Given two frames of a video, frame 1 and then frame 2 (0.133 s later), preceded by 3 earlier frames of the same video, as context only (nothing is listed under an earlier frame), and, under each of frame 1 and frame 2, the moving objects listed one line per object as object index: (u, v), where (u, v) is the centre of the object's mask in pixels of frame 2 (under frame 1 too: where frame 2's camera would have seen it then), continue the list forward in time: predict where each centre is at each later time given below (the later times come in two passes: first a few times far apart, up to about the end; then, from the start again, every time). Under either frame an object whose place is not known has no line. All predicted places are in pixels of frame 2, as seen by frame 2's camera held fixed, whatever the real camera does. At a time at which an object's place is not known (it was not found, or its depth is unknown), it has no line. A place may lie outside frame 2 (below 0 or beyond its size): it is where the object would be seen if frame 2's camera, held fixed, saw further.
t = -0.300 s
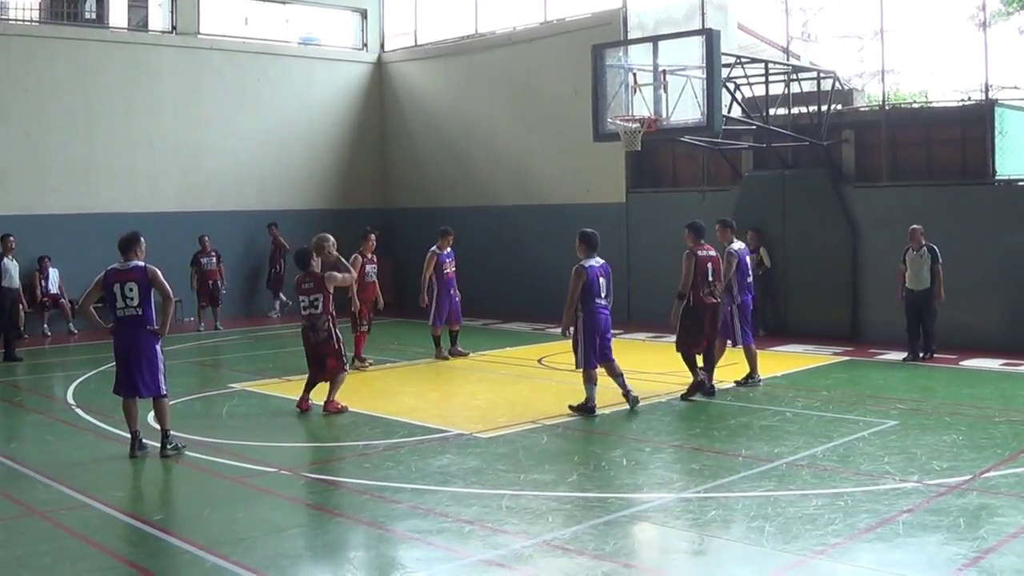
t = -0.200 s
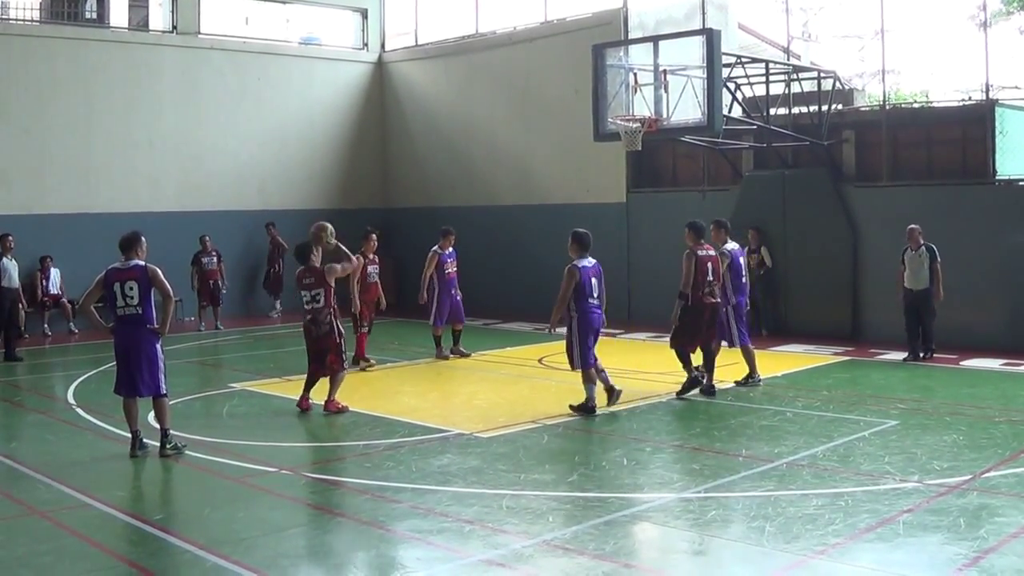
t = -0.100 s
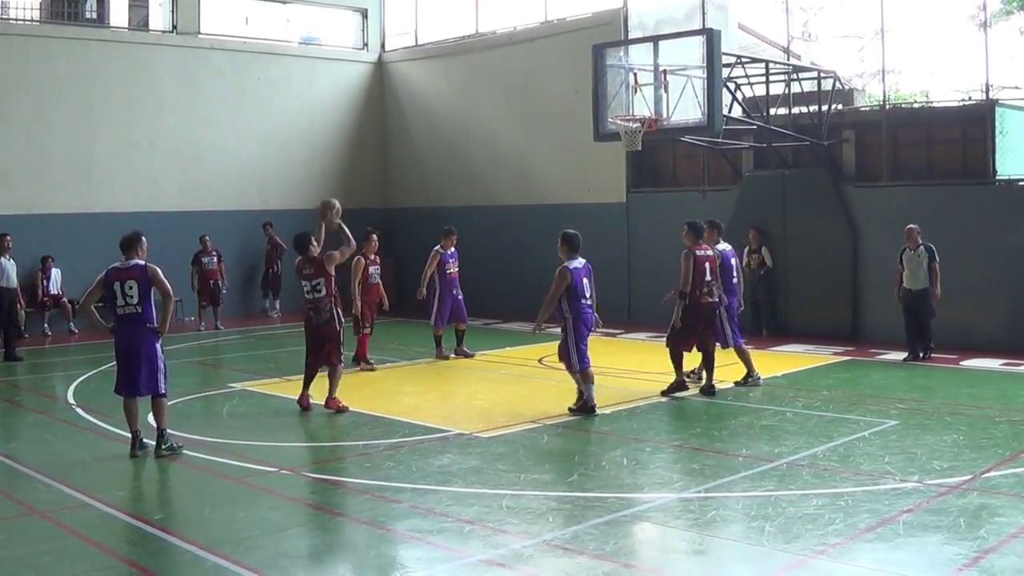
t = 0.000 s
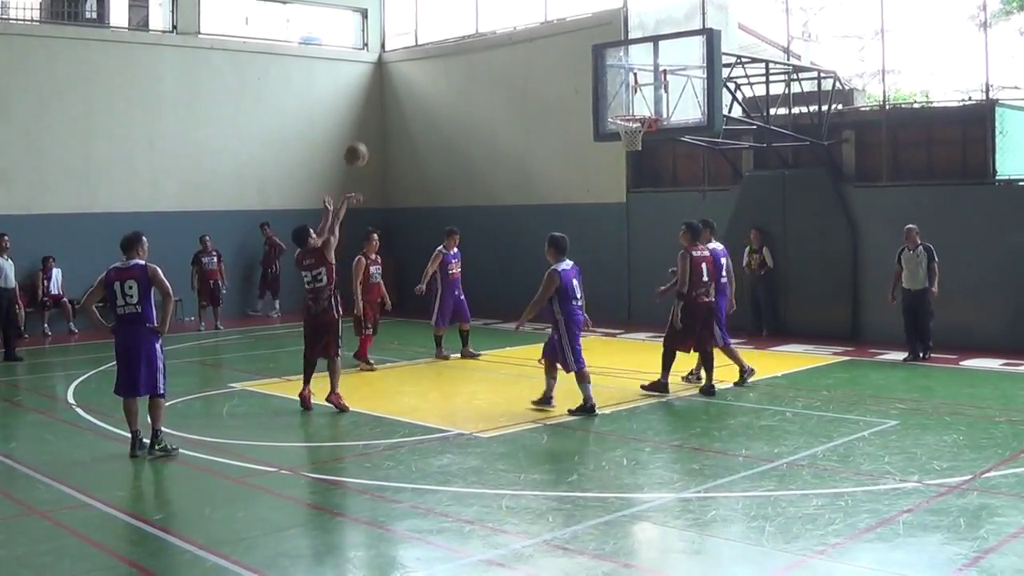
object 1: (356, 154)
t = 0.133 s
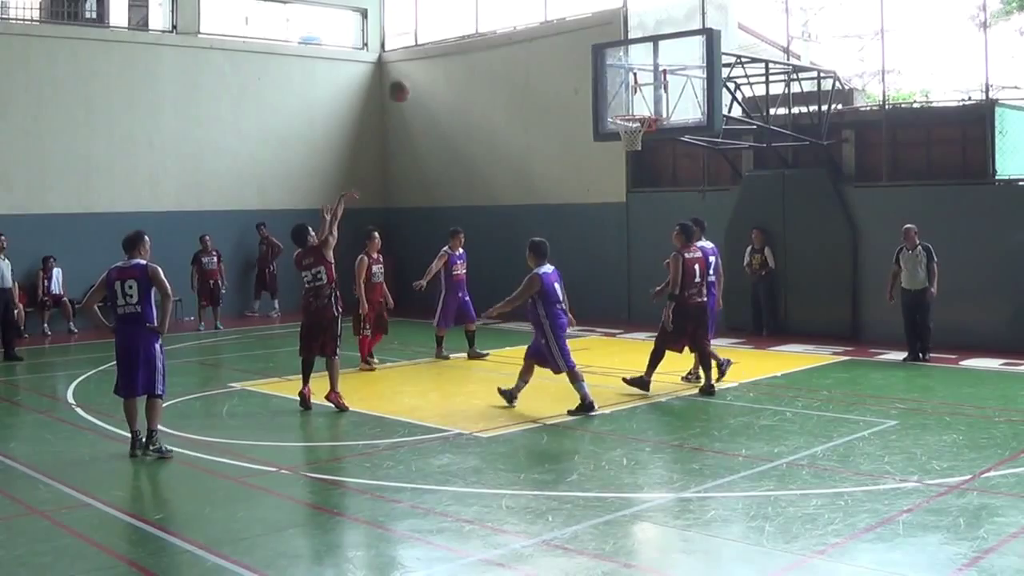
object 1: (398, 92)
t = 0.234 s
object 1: (429, 56)
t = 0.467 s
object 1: (497, 18)
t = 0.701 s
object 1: (558, 27)
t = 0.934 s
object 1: (613, 79)
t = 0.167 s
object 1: (408, 79)
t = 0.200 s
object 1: (419, 67)
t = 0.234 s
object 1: (429, 56)
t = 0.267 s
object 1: (440, 48)
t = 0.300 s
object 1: (450, 41)
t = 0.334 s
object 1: (459, 34)
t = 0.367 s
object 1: (469, 28)
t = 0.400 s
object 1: (479, 24)
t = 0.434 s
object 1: (488, 21)
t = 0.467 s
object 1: (497, 18)
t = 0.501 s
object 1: (506, 17)
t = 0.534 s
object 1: (515, 17)
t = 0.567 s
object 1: (524, 17)
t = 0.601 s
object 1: (533, 18)
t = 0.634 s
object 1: (541, 20)
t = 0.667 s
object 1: (550, 23)
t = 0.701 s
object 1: (558, 27)
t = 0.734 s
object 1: (567, 32)
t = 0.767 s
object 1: (575, 38)
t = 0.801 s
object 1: (582, 44)
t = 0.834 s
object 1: (590, 52)
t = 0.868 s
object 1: (597, 59)
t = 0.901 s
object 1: (606, 68)
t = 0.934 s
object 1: (613, 79)
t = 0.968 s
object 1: (619, 90)
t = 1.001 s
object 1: (626, 101)
